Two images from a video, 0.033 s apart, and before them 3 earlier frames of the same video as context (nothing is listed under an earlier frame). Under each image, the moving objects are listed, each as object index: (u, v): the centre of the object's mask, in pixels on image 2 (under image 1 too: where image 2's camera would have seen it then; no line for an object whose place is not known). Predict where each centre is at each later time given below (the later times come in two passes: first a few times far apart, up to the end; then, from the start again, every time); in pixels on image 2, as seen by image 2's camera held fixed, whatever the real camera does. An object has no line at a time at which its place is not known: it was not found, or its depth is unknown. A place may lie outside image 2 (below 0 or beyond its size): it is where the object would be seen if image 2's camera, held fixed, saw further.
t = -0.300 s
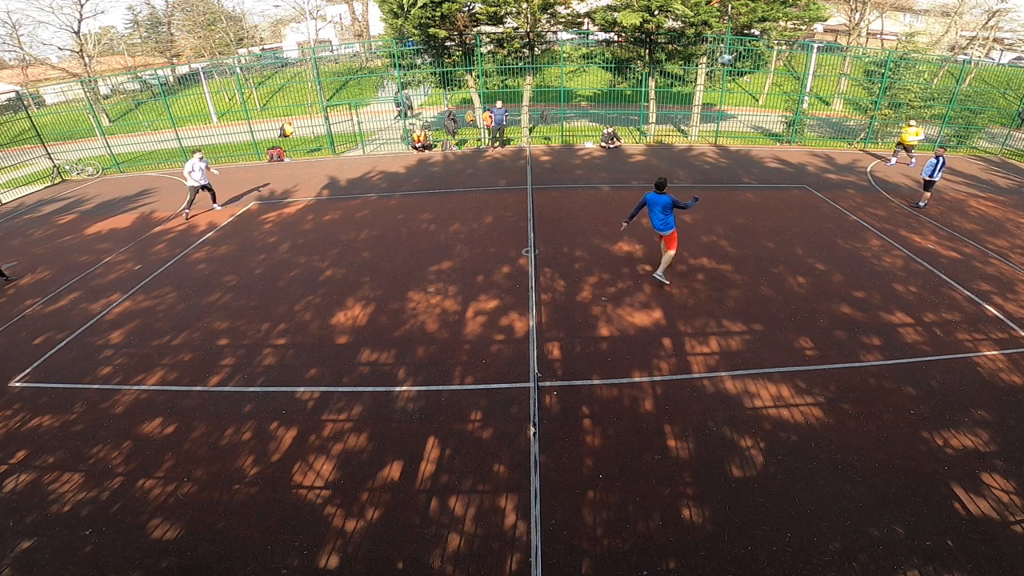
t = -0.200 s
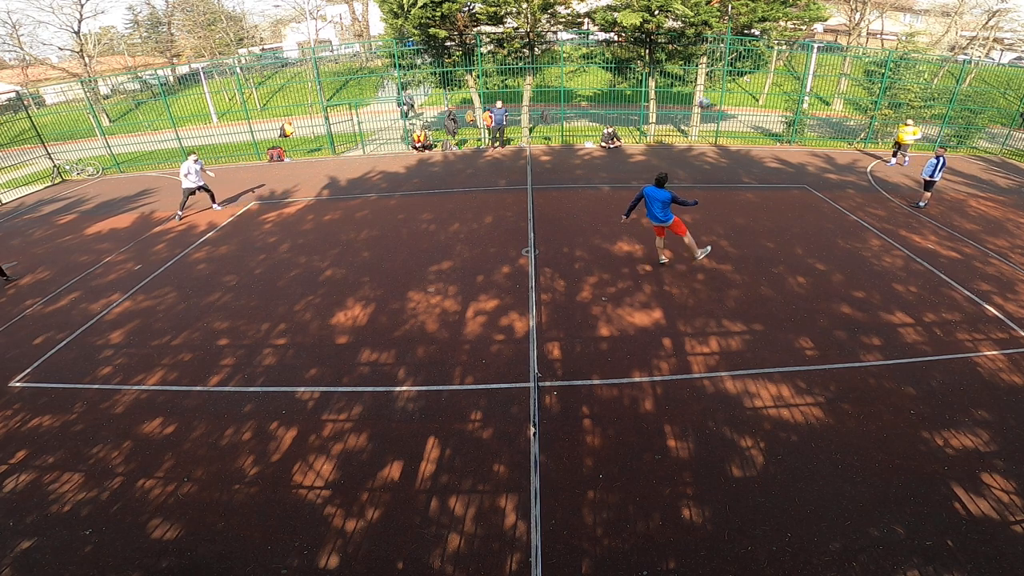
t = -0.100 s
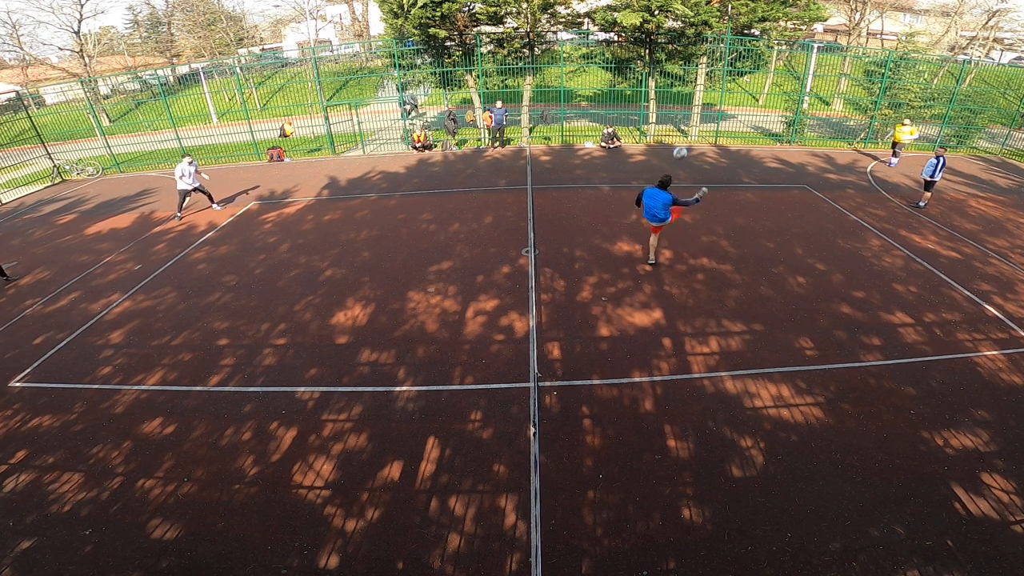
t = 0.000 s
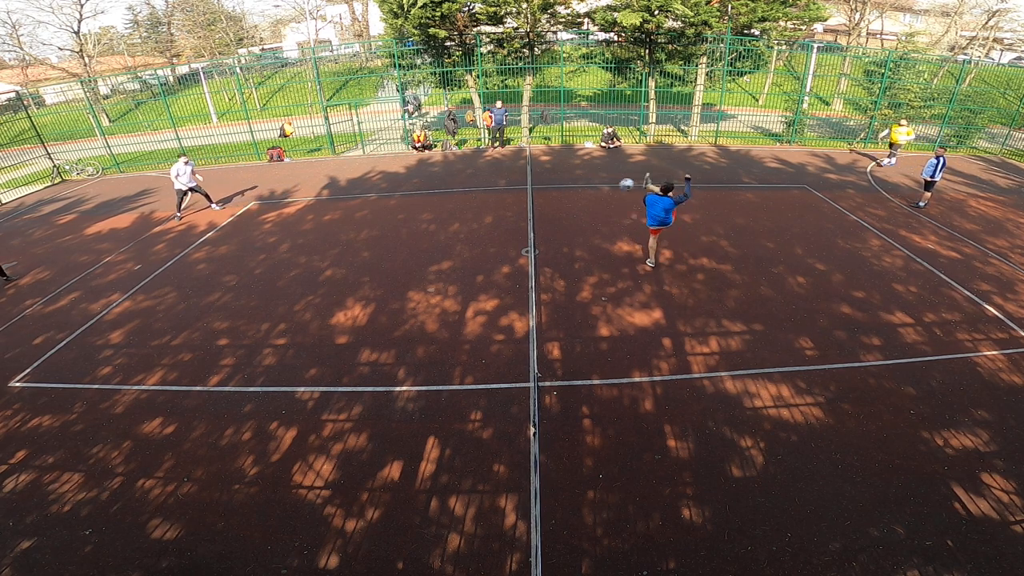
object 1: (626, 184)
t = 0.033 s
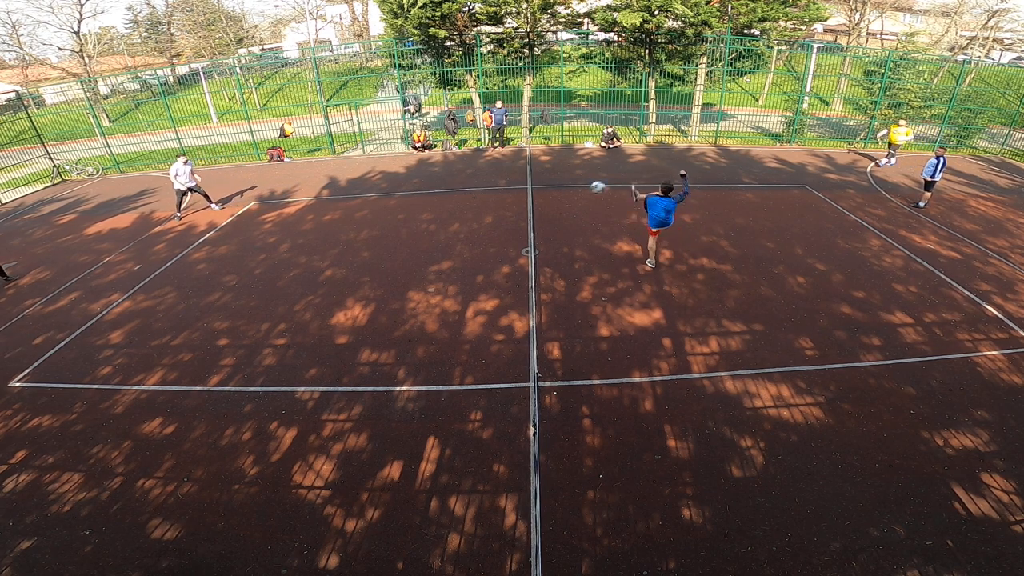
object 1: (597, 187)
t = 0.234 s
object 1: (424, 226)
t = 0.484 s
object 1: (232, 290)
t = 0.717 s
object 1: (54, 271)
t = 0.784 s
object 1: (10, 272)
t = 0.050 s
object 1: (583, 189)
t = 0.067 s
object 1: (569, 191)
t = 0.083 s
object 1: (554, 194)
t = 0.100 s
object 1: (539, 196)
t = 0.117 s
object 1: (524, 199)
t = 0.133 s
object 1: (510, 202)
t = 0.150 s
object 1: (496, 206)
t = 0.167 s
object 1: (481, 210)
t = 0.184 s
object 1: (467, 213)
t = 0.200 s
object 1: (452, 217)
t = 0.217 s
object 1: (438, 222)
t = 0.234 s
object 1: (424, 226)
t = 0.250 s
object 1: (410, 231)
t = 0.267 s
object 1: (396, 236)
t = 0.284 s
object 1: (382, 241)
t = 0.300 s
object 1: (369, 247)
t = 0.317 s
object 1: (356, 252)
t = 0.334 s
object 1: (342, 258)
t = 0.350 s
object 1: (330, 263)
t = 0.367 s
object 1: (317, 269)
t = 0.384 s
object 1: (305, 275)
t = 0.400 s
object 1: (292, 281)
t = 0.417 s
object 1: (281, 288)
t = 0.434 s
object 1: (270, 294)
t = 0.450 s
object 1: (258, 296)
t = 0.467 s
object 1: (245, 292)
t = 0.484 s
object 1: (232, 290)
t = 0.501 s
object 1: (219, 287)
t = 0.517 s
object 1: (206, 285)
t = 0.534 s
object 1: (193, 283)
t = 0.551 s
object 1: (180, 281)
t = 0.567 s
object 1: (167, 279)
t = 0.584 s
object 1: (154, 277)
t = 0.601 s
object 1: (140, 276)
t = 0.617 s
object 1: (129, 274)
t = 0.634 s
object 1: (115, 274)
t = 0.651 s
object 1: (103, 273)
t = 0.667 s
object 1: (90, 272)
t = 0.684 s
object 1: (78, 272)
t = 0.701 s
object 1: (66, 271)
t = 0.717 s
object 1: (54, 271)
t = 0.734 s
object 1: (42, 271)
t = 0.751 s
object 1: (31, 271)
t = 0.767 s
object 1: (21, 271)
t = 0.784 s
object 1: (10, 272)
